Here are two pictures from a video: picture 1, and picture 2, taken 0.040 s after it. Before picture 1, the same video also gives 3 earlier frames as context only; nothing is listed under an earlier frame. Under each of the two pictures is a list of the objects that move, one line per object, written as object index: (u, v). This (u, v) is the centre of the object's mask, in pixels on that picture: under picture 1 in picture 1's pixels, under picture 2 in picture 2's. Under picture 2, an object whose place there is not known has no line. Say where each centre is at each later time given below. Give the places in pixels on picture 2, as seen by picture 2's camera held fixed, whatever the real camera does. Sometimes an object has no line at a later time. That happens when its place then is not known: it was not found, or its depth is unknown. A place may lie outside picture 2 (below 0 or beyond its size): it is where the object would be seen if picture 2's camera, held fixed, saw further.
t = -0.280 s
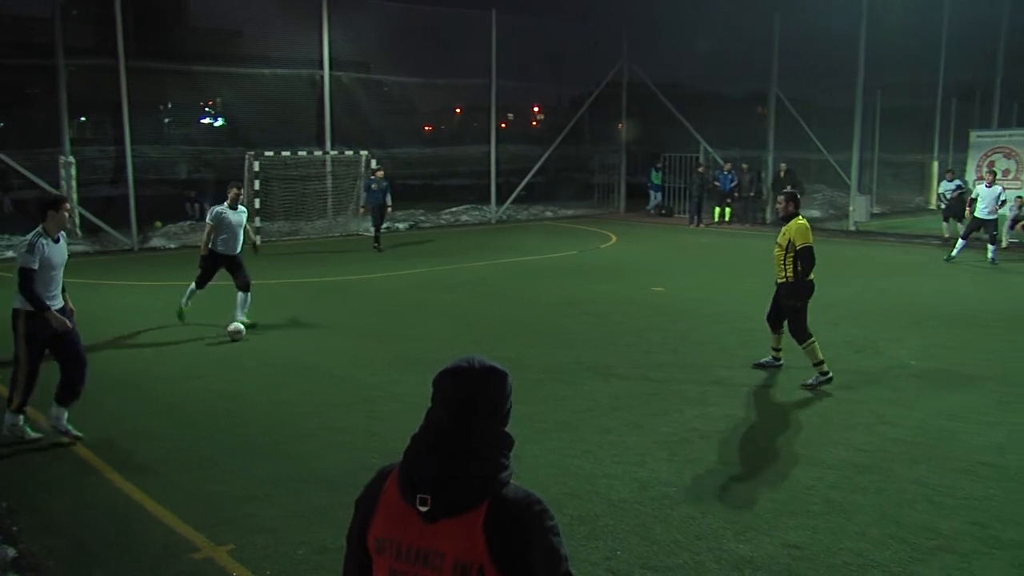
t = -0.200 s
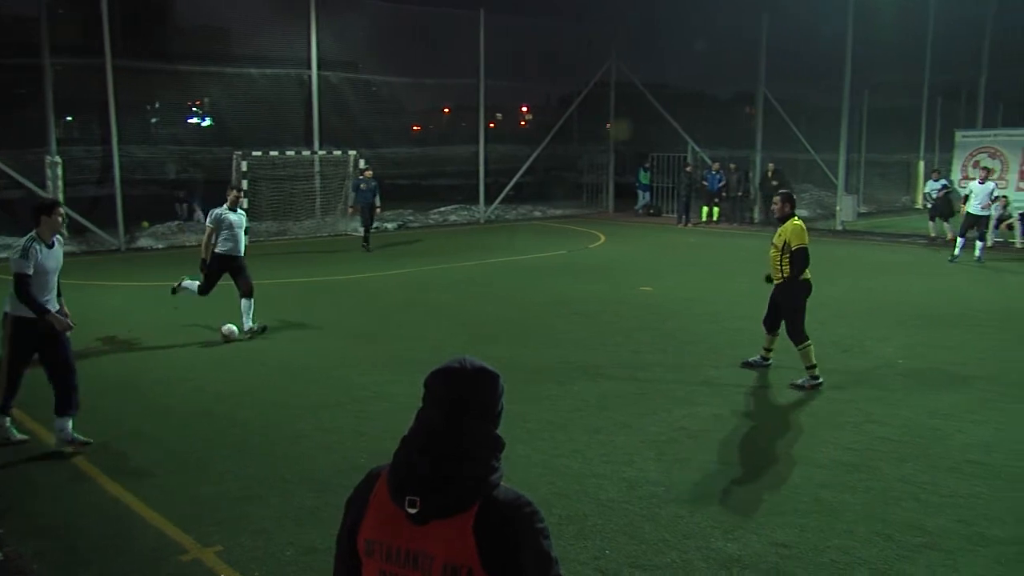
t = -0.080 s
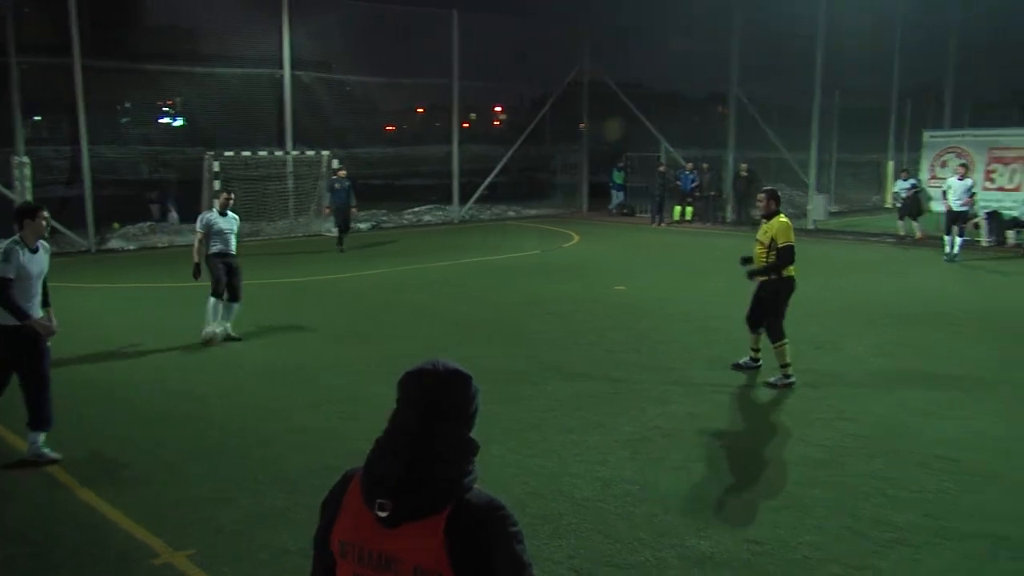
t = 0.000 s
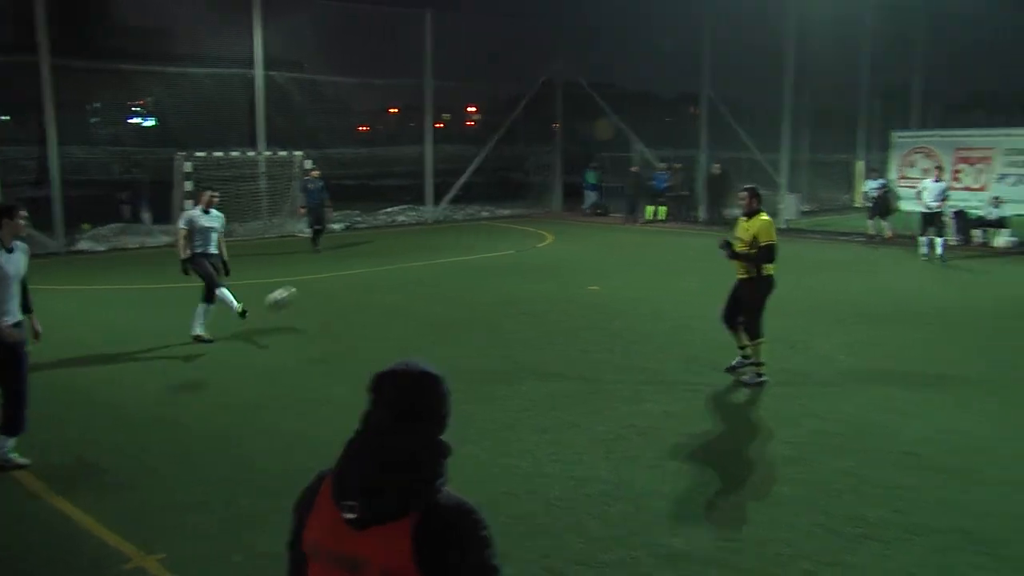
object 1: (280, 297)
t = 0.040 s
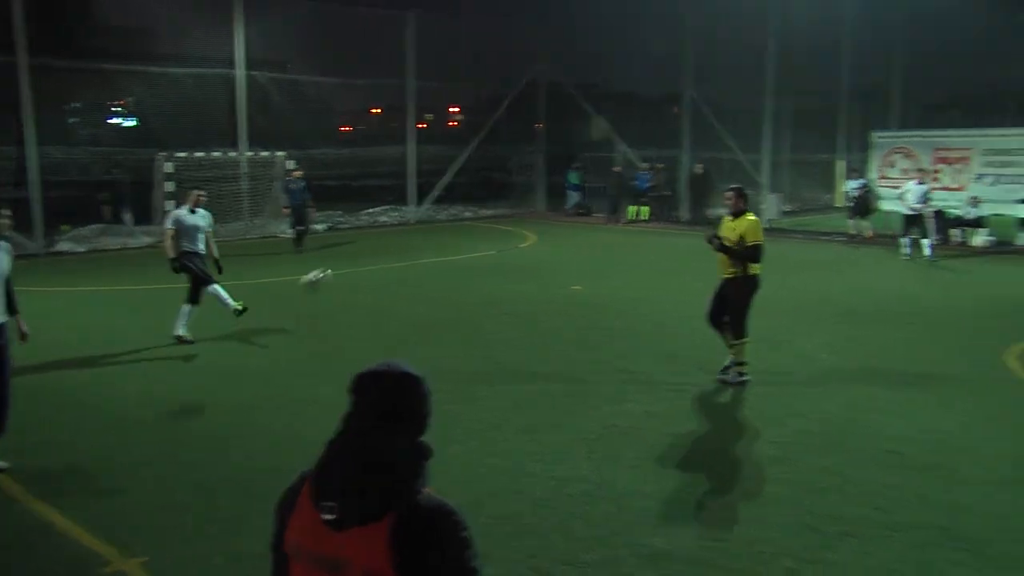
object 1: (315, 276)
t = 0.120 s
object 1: (429, 240)
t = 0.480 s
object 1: (1161, 92)
